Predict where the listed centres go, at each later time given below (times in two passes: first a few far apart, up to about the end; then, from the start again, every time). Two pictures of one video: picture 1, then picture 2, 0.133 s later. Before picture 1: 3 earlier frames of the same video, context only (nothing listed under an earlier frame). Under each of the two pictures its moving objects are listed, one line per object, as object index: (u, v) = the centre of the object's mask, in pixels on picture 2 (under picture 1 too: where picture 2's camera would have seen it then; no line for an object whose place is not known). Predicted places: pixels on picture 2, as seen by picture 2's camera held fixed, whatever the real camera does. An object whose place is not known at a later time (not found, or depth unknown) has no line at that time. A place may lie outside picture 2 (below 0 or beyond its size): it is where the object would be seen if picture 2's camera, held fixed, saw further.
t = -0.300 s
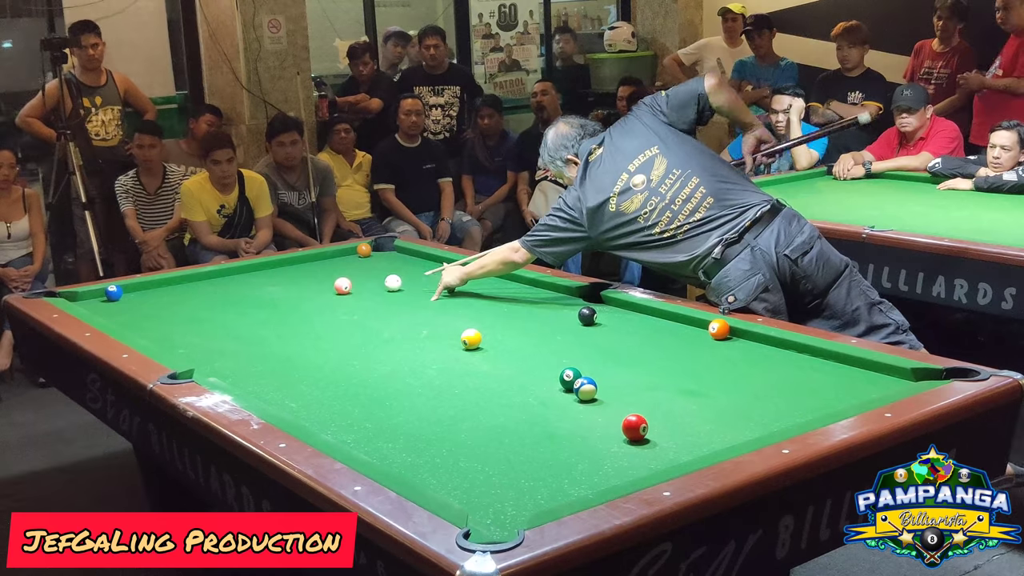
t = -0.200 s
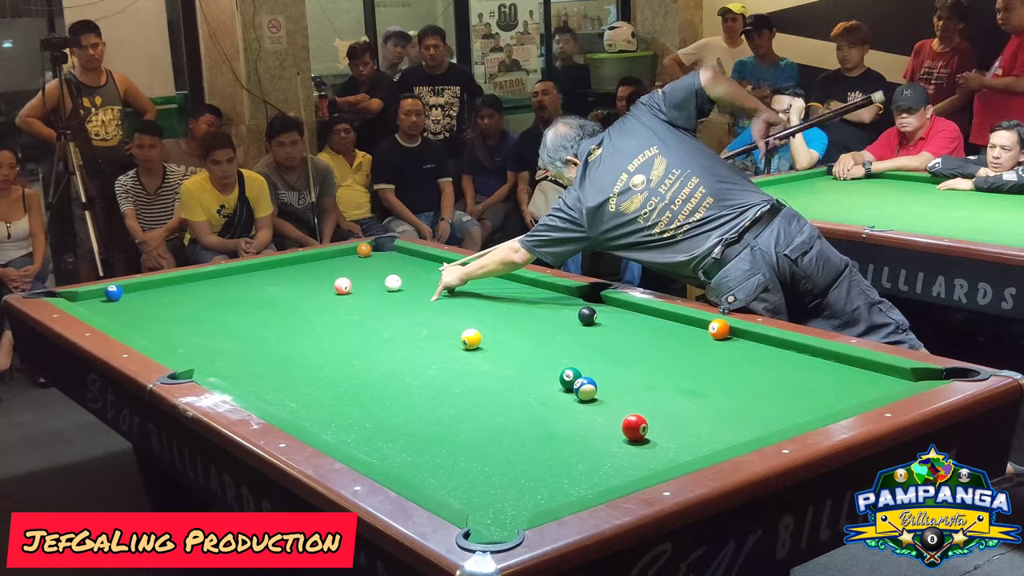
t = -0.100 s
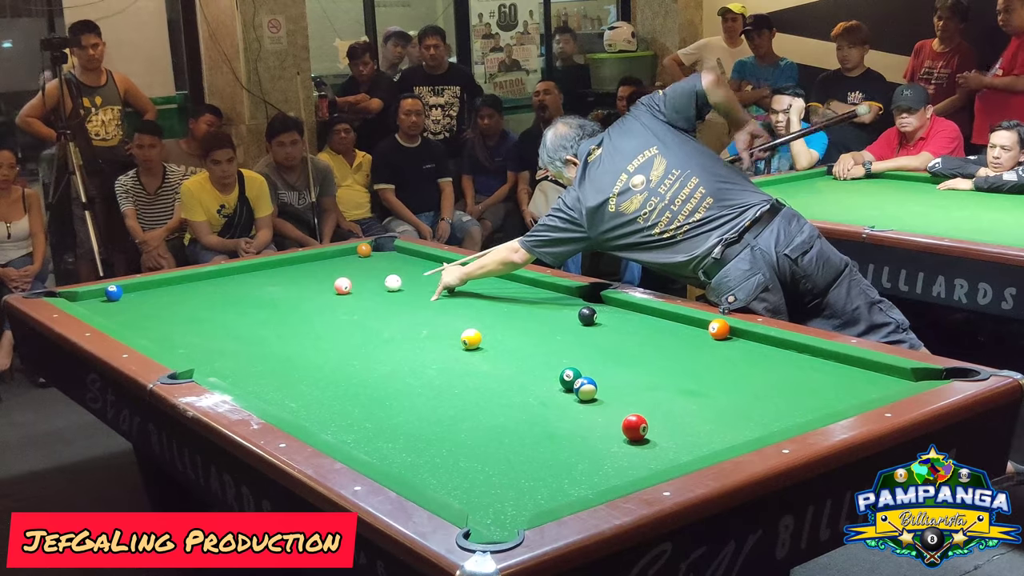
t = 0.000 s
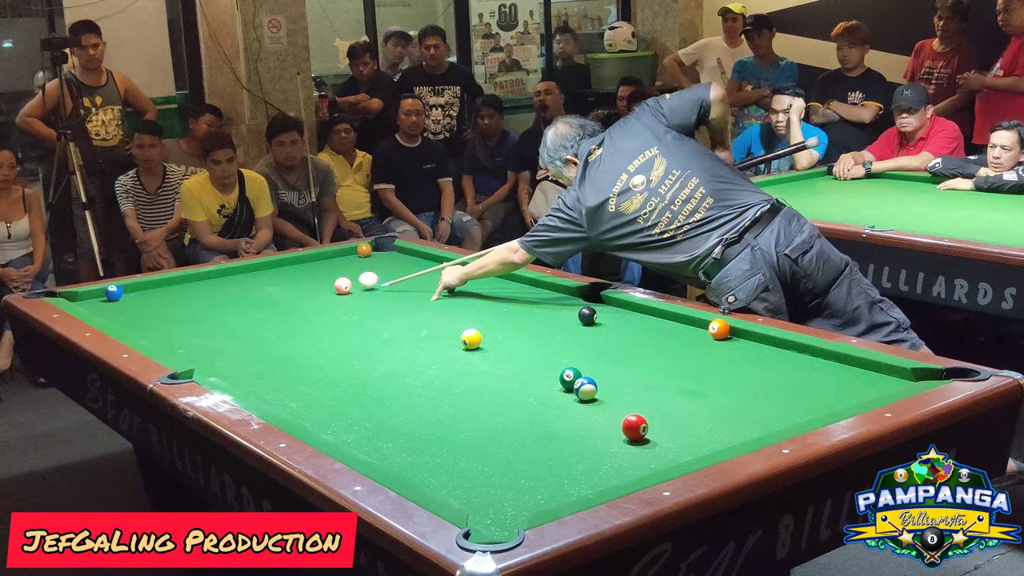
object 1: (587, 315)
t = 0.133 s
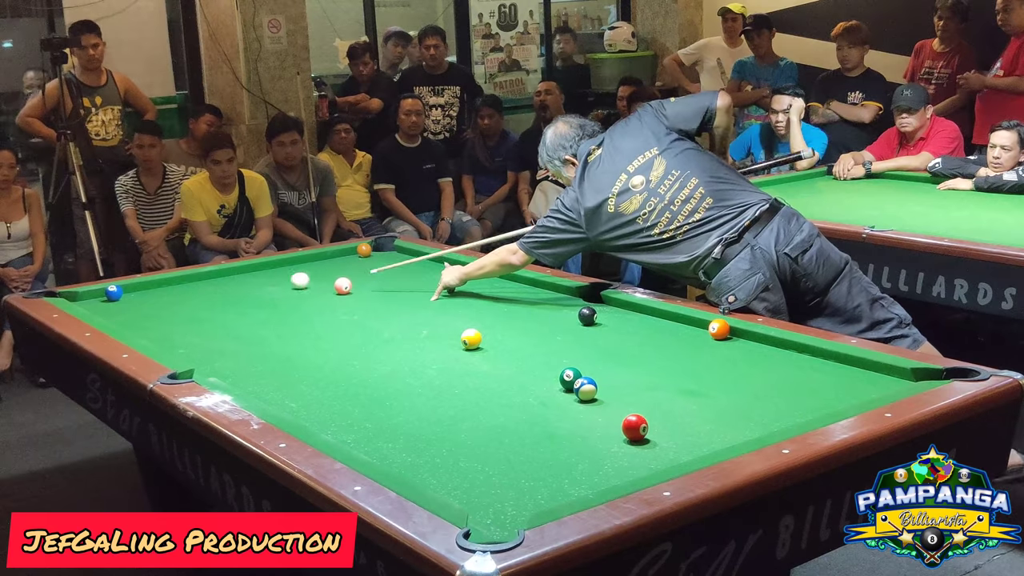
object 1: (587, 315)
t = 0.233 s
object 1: (587, 315)
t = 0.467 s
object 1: (587, 315)
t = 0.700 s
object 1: (587, 315)
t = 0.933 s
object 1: (587, 315)
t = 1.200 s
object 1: (587, 315)
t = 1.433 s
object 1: (587, 315)
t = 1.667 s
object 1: (587, 315)
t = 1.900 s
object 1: (587, 315)
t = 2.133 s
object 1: (587, 315)
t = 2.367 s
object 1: (587, 315)
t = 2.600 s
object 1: (587, 315)
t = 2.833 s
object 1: (587, 315)
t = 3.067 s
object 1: (593, 314)
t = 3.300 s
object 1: (612, 311)
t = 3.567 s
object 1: (630, 308)
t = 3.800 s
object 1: (629, 309)
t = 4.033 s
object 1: (624, 310)
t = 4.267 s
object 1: (620, 312)
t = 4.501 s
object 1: (617, 314)
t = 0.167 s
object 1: (587, 315)
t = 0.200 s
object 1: (587, 315)
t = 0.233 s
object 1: (587, 315)
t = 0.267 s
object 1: (587, 315)
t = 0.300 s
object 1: (587, 315)
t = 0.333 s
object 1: (587, 315)
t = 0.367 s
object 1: (587, 315)
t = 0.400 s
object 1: (587, 315)
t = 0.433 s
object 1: (587, 315)
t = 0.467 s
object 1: (587, 315)
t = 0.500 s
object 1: (587, 315)
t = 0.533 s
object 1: (587, 315)
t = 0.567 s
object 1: (587, 315)
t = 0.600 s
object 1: (587, 315)
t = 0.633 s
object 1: (587, 315)
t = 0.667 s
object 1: (587, 315)
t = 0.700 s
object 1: (587, 315)
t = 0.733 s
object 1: (587, 315)
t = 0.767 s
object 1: (587, 315)
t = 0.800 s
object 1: (587, 315)
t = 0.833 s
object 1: (587, 315)
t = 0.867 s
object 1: (587, 315)
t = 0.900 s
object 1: (587, 315)
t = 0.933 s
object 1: (587, 315)
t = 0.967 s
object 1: (587, 315)
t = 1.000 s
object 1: (587, 315)
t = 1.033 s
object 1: (587, 315)
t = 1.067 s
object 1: (587, 315)
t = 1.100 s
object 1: (587, 315)
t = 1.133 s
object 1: (587, 315)
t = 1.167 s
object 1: (587, 315)
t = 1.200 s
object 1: (587, 315)
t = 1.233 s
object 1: (587, 315)
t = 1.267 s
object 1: (587, 315)
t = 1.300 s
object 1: (587, 315)
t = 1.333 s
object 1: (587, 315)
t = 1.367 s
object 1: (587, 315)
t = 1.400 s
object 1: (587, 315)
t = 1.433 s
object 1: (587, 315)
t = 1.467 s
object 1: (587, 315)
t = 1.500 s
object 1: (587, 315)
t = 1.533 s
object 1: (587, 315)
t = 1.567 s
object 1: (587, 315)
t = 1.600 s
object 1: (587, 315)
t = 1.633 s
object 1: (587, 315)
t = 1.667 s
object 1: (587, 315)
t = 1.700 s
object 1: (587, 315)
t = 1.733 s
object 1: (587, 315)
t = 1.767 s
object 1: (587, 315)
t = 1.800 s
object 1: (587, 315)
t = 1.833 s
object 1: (587, 315)
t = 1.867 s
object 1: (587, 315)
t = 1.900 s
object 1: (587, 315)
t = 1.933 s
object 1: (587, 315)
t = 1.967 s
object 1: (587, 315)
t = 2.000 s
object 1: (587, 315)
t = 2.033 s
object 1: (587, 315)
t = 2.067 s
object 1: (587, 315)
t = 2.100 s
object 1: (587, 315)
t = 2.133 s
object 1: (587, 315)
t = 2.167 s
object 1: (587, 315)
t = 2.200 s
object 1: (587, 315)
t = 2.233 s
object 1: (587, 315)
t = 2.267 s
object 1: (587, 315)
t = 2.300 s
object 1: (587, 315)
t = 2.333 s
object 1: (587, 315)
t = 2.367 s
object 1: (587, 315)
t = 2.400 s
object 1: (587, 315)
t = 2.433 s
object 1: (587, 315)
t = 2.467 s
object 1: (587, 315)
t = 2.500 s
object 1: (587, 315)
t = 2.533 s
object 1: (587, 315)
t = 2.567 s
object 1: (587, 315)
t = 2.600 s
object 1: (587, 315)
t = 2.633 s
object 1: (587, 315)
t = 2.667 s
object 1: (587, 315)
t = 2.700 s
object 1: (587, 315)
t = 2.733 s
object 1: (587, 315)
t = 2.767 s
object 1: (587, 315)
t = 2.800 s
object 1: (587, 315)
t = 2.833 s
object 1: (587, 315)
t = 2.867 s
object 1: (587, 315)
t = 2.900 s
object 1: (587, 315)
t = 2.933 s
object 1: (587, 315)
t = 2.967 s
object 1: (587, 315)
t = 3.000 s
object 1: (587, 315)
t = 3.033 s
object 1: (590, 314)
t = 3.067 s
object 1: (593, 314)
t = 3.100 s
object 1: (596, 313)
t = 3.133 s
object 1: (599, 313)
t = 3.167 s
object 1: (602, 312)
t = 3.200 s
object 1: (604, 312)
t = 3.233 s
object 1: (607, 312)
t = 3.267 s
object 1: (609, 311)
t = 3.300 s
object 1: (612, 311)
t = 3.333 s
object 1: (614, 311)
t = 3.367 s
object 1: (617, 310)
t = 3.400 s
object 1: (619, 310)
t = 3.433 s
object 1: (621, 310)
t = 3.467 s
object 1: (624, 309)
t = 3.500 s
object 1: (626, 309)
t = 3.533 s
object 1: (628, 309)
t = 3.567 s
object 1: (630, 308)
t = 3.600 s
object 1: (633, 308)
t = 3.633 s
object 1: (633, 308)
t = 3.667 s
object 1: (632, 308)
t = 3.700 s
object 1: (631, 309)
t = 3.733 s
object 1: (630, 309)
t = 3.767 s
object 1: (630, 309)
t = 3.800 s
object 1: (629, 309)
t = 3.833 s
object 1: (629, 309)
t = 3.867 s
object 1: (628, 310)
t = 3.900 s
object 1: (627, 310)
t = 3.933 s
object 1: (626, 310)
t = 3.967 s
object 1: (626, 310)
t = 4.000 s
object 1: (625, 310)
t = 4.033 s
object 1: (624, 310)
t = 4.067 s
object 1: (624, 311)
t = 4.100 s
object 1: (623, 311)
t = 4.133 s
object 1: (622, 312)
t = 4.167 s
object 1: (622, 312)
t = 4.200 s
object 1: (621, 312)
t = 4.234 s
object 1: (621, 312)
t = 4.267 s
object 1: (620, 312)
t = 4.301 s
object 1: (620, 312)
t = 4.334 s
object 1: (619, 313)
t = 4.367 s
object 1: (619, 313)
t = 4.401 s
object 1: (618, 313)
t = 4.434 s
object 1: (618, 313)
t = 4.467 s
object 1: (617, 314)
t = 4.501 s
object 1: (617, 314)
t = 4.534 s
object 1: (616, 314)
